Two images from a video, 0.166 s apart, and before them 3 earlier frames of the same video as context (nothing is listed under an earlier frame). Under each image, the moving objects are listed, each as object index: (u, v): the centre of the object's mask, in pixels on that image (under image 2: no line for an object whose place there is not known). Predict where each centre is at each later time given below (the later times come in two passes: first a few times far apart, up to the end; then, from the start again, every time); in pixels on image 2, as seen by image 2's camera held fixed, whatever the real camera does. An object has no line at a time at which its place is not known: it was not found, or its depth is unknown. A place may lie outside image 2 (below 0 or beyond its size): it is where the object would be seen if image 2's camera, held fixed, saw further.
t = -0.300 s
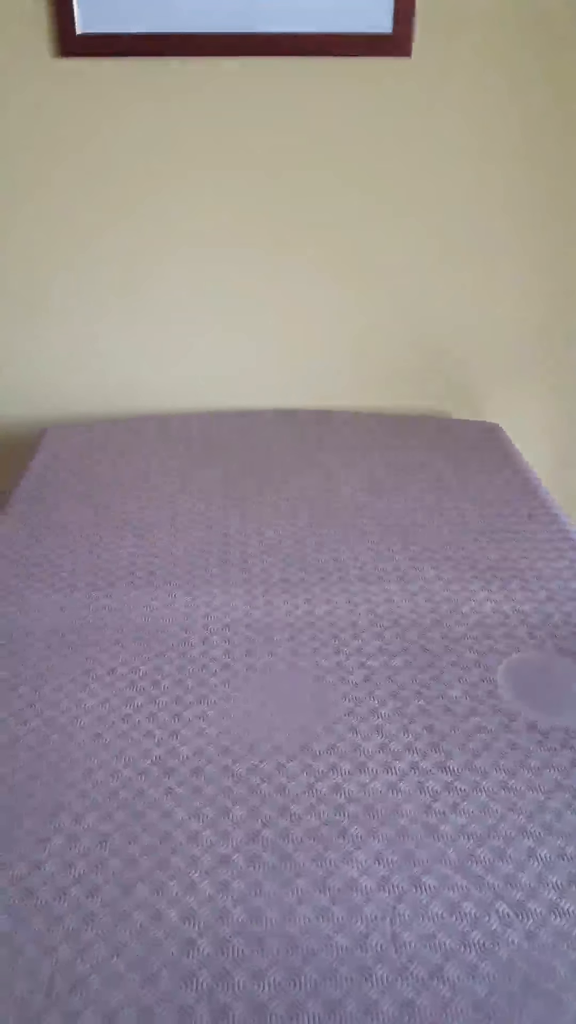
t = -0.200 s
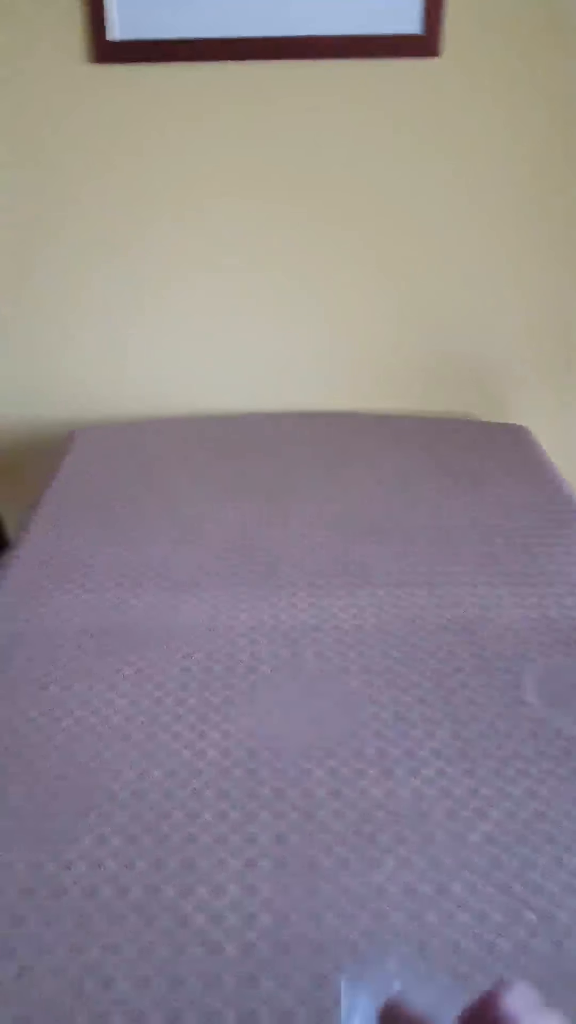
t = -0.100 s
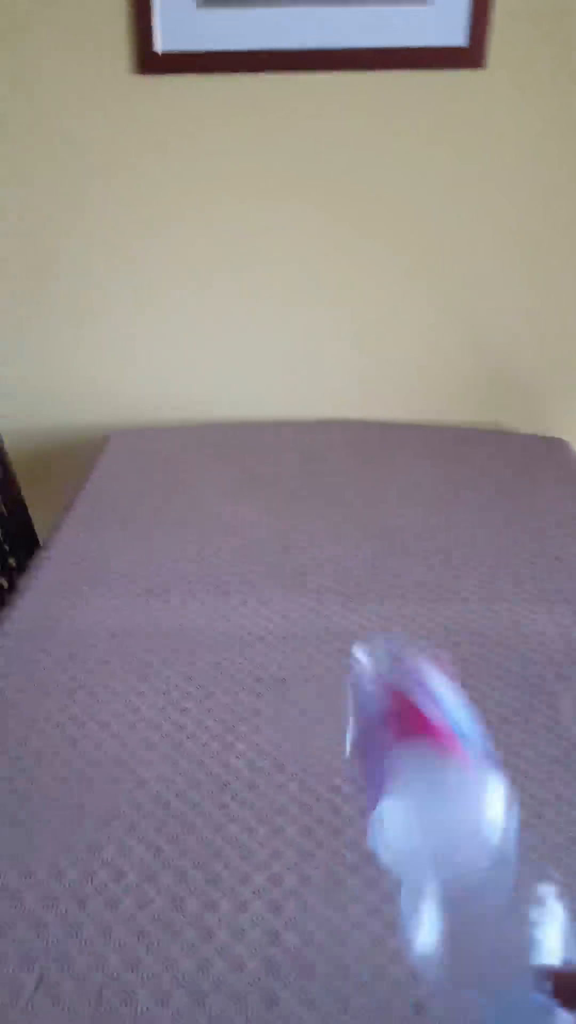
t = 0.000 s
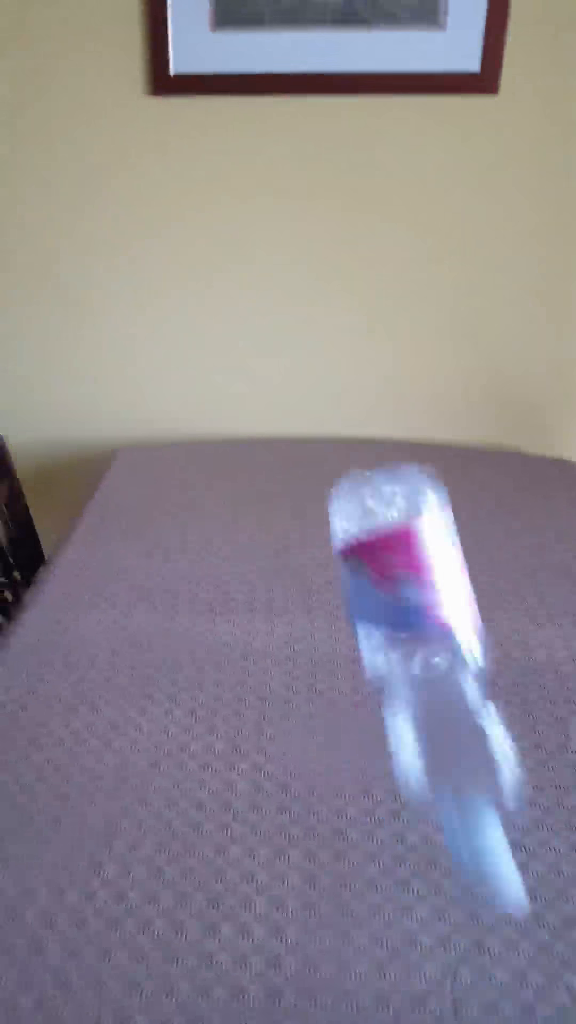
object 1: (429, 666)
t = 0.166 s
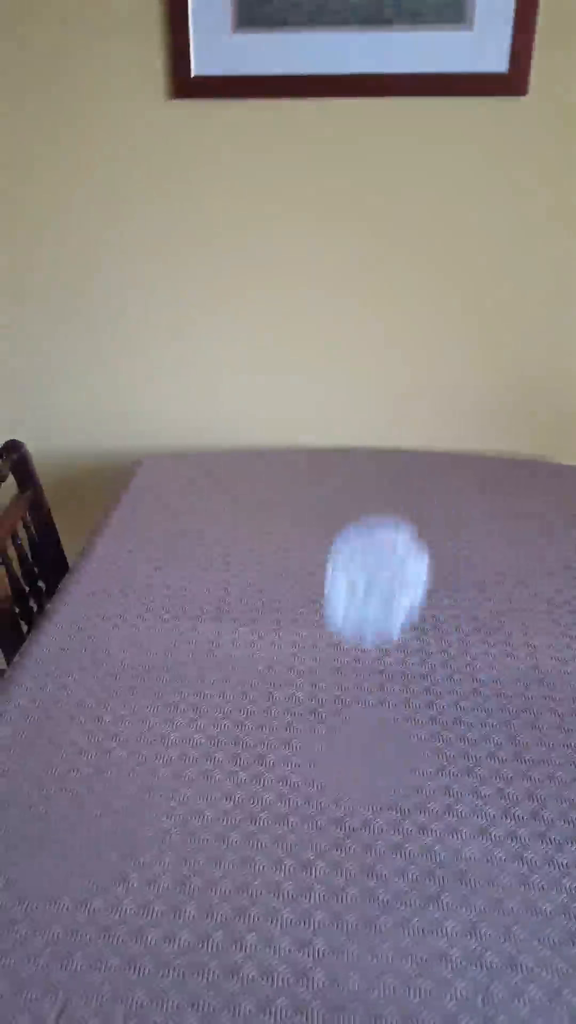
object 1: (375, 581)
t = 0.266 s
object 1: (346, 695)
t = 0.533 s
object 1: (360, 745)
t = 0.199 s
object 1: (366, 620)
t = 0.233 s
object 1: (356, 655)
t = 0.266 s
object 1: (346, 695)
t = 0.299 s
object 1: (336, 737)
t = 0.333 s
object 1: (328, 763)
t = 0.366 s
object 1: (328, 767)
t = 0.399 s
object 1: (330, 754)
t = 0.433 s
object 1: (334, 747)
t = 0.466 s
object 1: (341, 746)
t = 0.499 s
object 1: (350, 745)
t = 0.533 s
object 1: (360, 745)
